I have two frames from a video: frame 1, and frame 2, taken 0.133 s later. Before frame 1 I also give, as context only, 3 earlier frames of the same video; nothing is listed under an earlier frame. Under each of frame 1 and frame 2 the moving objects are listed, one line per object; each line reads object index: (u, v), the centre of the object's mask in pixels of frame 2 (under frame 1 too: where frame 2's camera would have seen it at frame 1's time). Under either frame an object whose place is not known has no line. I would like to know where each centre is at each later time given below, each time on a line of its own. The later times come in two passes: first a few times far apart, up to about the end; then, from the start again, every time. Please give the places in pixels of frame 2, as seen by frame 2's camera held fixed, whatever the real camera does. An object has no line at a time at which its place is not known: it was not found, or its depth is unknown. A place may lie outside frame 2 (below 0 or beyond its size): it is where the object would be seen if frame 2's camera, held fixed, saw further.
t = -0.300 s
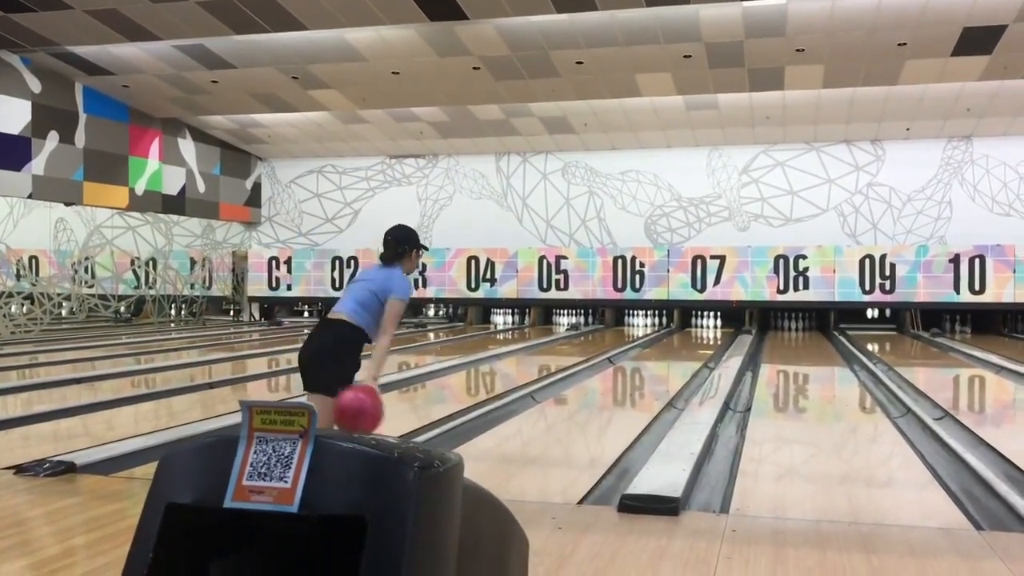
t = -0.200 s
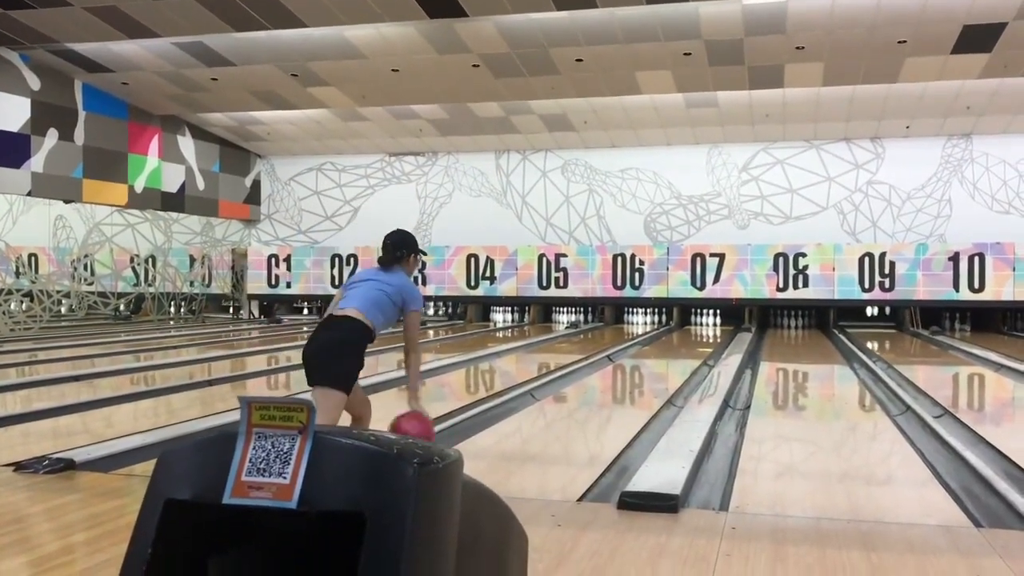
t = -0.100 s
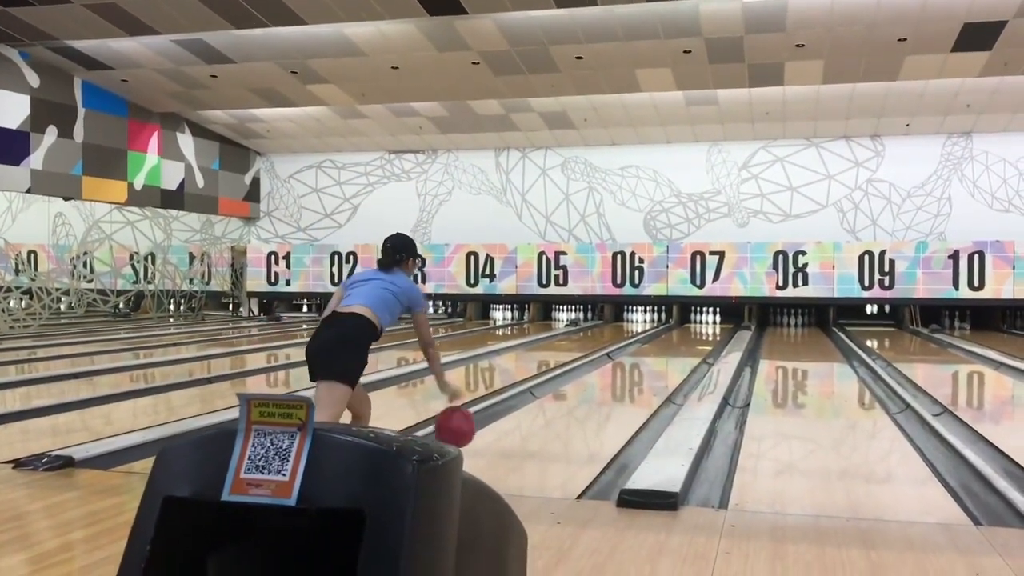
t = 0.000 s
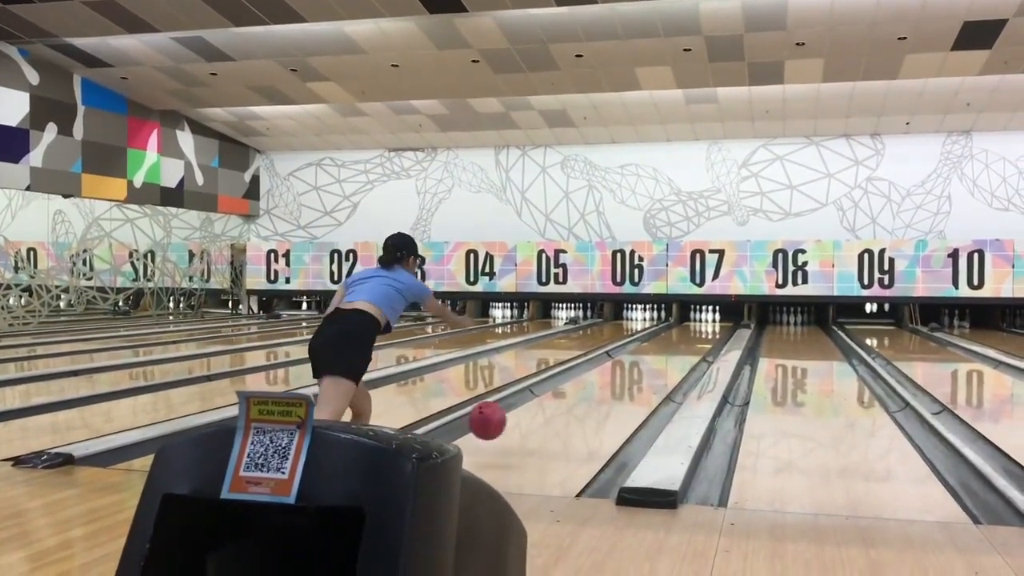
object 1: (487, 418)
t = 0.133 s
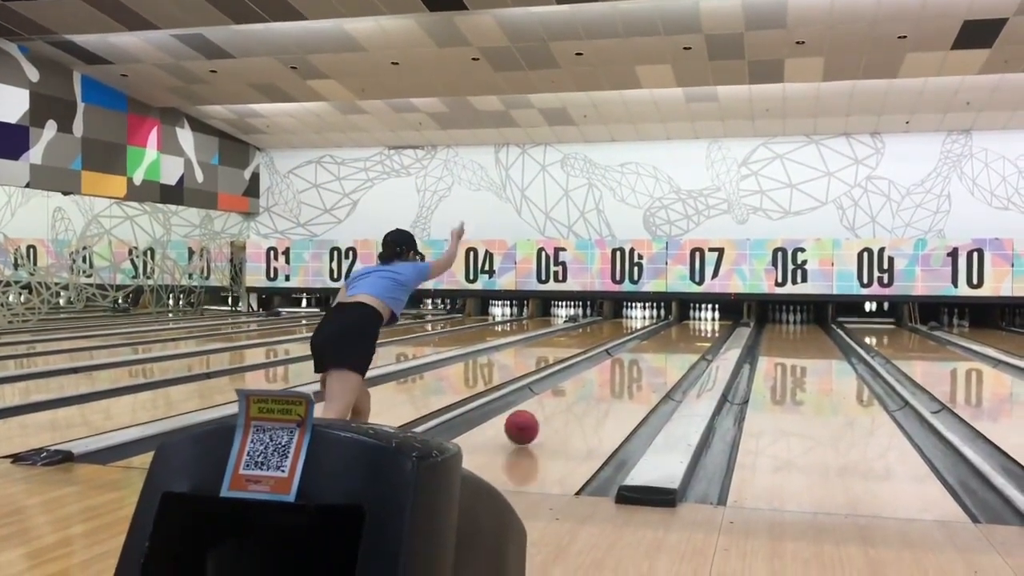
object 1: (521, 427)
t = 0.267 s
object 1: (549, 414)
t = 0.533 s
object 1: (590, 392)
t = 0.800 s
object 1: (618, 377)
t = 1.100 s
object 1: (642, 364)
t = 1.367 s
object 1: (657, 356)
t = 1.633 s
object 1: (668, 348)
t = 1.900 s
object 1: (678, 343)
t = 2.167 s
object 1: (684, 338)
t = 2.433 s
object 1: (690, 335)
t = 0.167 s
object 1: (529, 422)
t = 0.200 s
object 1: (536, 420)
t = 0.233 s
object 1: (543, 417)
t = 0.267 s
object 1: (549, 414)
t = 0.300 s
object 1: (555, 411)
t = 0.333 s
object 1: (561, 407)
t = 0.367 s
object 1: (566, 405)
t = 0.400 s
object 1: (572, 401)
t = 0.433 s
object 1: (577, 399)
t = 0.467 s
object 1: (581, 396)
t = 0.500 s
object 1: (586, 394)
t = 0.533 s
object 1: (590, 392)
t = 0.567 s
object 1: (594, 390)
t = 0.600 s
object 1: (598, 387)
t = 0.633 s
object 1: (602, 386)
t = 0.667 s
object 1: (606, 383)
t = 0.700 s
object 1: (609, 382)
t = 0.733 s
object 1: (612, 380)
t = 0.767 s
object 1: (615, 378)
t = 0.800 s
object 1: (618, 377)
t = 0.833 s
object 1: (622, 375)
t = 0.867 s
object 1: (625, 373)
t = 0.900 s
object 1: (628, 371)
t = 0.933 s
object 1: (630, 370)
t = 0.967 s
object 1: (632, 369)
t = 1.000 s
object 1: (635, 368)
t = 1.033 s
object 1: (637, 367)
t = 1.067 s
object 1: (639, 366)
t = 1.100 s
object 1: (642, 364)
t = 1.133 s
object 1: (644, 363)
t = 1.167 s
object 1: (646, 362)
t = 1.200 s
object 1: (648, 361)
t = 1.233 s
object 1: (650, 360)
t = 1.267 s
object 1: (652, 358)
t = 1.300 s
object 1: (654, 358)
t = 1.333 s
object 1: (655, 357)
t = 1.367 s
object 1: (657, 356)
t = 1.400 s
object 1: (659, 355)
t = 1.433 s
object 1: (660, 354)
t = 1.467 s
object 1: (662, 353)
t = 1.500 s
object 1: (663, 352)
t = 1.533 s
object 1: (665, 351)
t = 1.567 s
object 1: (666, 350)
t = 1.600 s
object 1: (667, 350)
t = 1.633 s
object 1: (668, 348)
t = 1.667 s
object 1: (669, 347)
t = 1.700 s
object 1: (671, 347)
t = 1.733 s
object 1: (672, 346)
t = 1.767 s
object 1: (673, 346)
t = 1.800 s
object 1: (674, 346)
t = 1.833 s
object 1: (675, 344)
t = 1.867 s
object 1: (677, 343)
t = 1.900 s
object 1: (678, 343)
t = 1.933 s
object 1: (678, 342)
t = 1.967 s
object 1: (679, 342)
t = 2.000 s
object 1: (680, 341)
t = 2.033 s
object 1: (681, 340)
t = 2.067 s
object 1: (682, 340)
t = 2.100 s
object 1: (682, 340)
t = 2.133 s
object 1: (683, 338)
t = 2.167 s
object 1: (684, 338)
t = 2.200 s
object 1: (685, 338)
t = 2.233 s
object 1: (685, 337)
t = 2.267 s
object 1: (686, 336)
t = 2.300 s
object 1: (686, 336)
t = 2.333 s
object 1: (687, 336)
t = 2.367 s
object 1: (687, 336)
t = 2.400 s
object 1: (687, 335)
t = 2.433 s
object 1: (690, 335)
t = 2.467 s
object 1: (690, 334)
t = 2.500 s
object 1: (690, 334)
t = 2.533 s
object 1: (691, 334)
